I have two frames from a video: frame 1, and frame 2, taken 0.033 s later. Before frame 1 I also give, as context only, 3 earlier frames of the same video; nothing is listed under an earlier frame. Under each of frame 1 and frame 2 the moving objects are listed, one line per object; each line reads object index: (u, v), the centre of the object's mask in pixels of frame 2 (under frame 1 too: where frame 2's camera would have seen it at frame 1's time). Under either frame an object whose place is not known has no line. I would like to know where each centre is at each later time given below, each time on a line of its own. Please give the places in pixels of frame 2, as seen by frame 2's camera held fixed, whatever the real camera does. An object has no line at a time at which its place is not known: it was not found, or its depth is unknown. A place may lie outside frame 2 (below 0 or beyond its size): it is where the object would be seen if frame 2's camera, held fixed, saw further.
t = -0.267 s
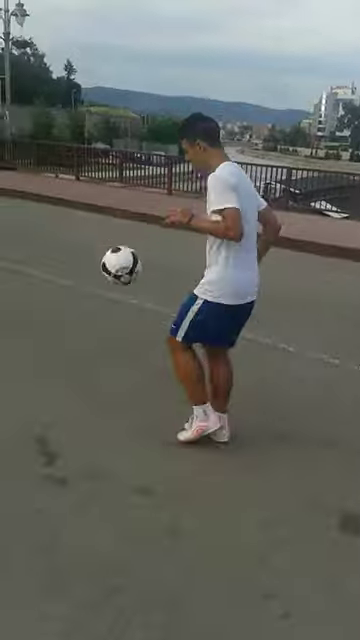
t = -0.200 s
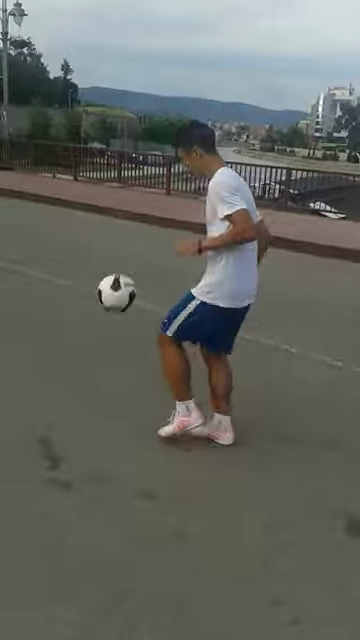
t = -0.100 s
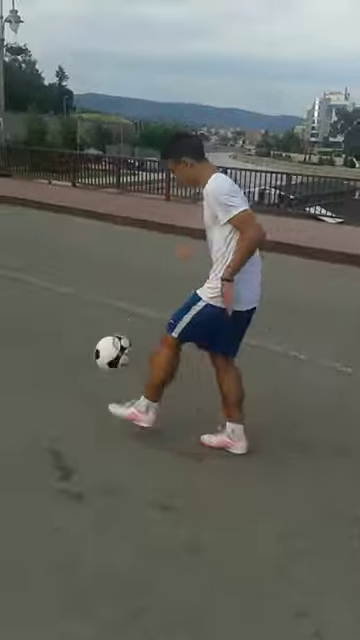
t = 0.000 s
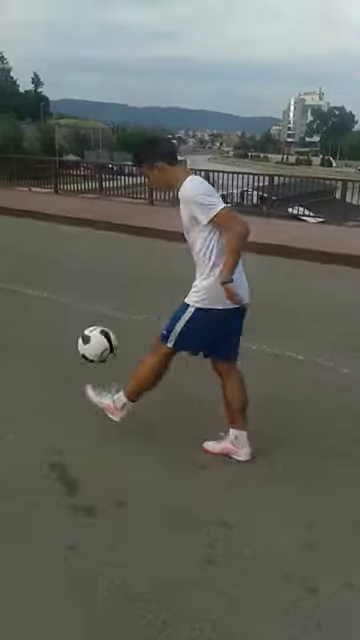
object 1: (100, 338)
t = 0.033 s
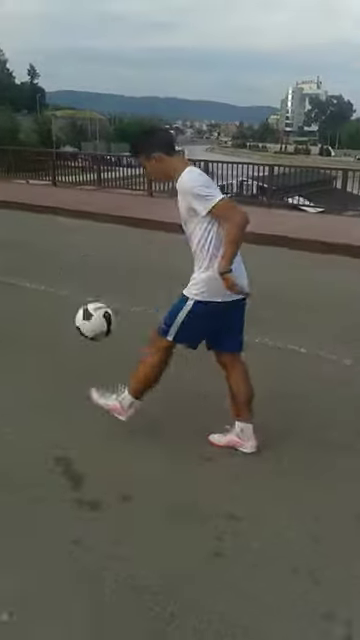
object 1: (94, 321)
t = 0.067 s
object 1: (91, 305)
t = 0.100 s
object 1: (86, 292)
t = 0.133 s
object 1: (81, 280)
